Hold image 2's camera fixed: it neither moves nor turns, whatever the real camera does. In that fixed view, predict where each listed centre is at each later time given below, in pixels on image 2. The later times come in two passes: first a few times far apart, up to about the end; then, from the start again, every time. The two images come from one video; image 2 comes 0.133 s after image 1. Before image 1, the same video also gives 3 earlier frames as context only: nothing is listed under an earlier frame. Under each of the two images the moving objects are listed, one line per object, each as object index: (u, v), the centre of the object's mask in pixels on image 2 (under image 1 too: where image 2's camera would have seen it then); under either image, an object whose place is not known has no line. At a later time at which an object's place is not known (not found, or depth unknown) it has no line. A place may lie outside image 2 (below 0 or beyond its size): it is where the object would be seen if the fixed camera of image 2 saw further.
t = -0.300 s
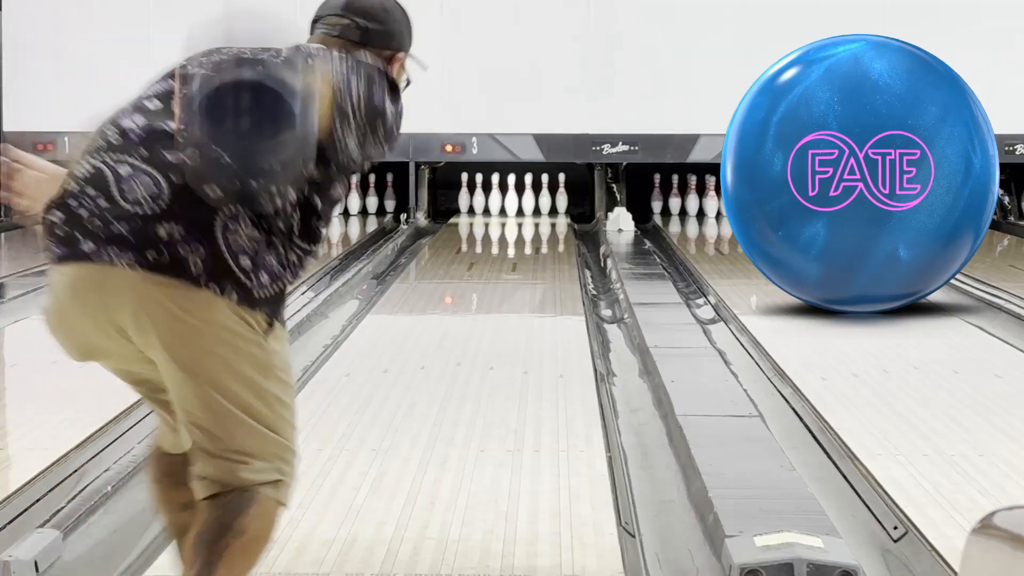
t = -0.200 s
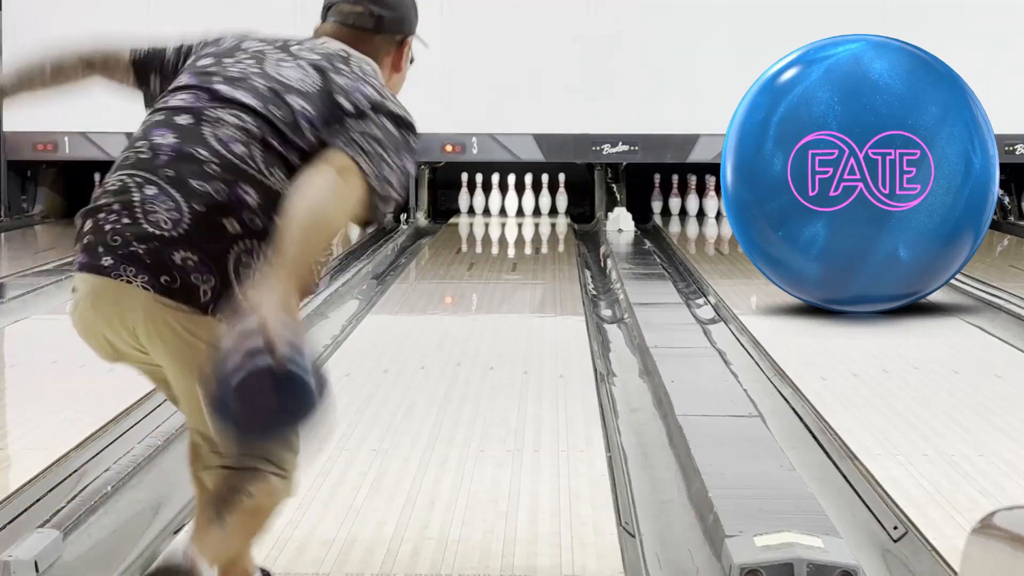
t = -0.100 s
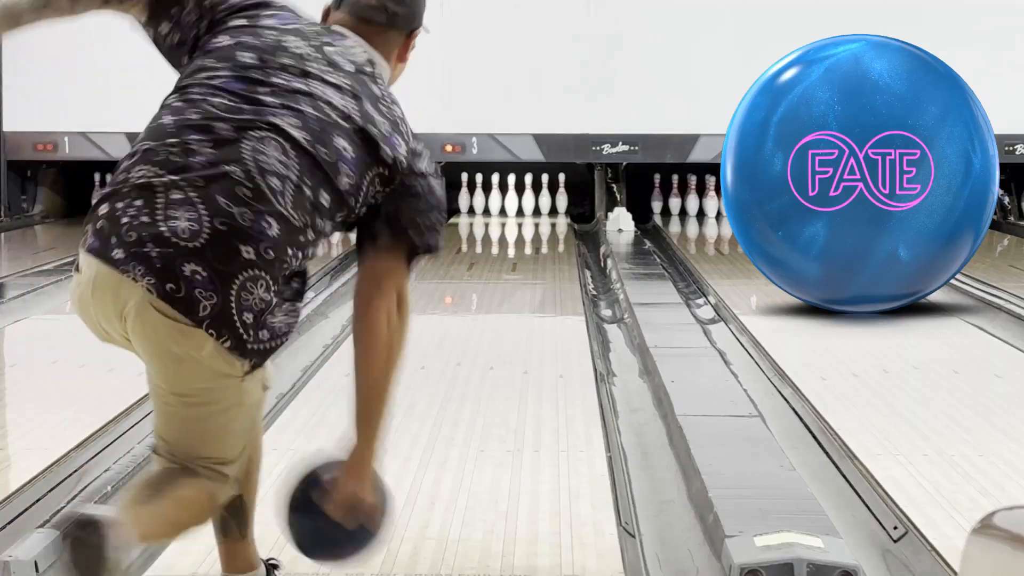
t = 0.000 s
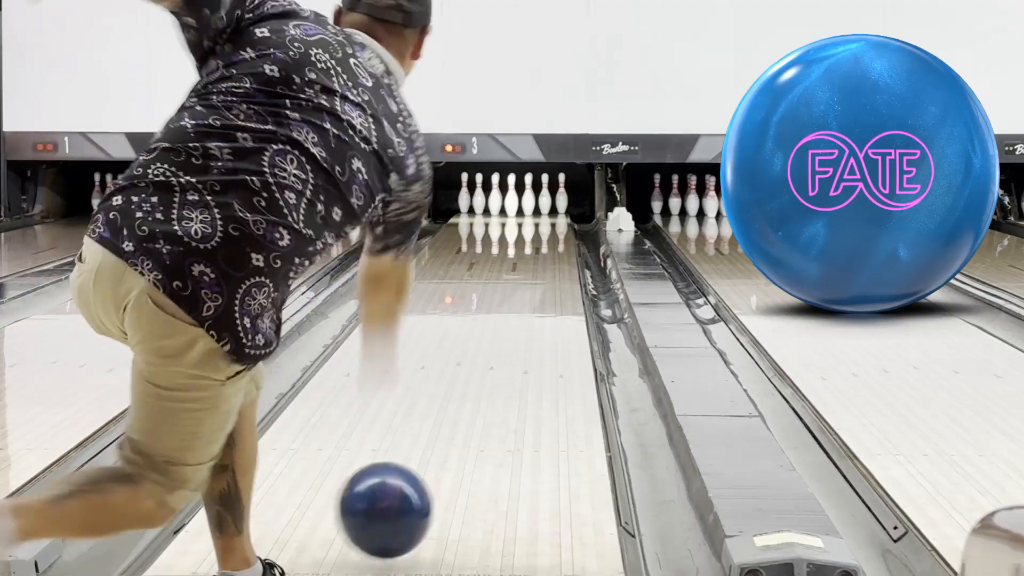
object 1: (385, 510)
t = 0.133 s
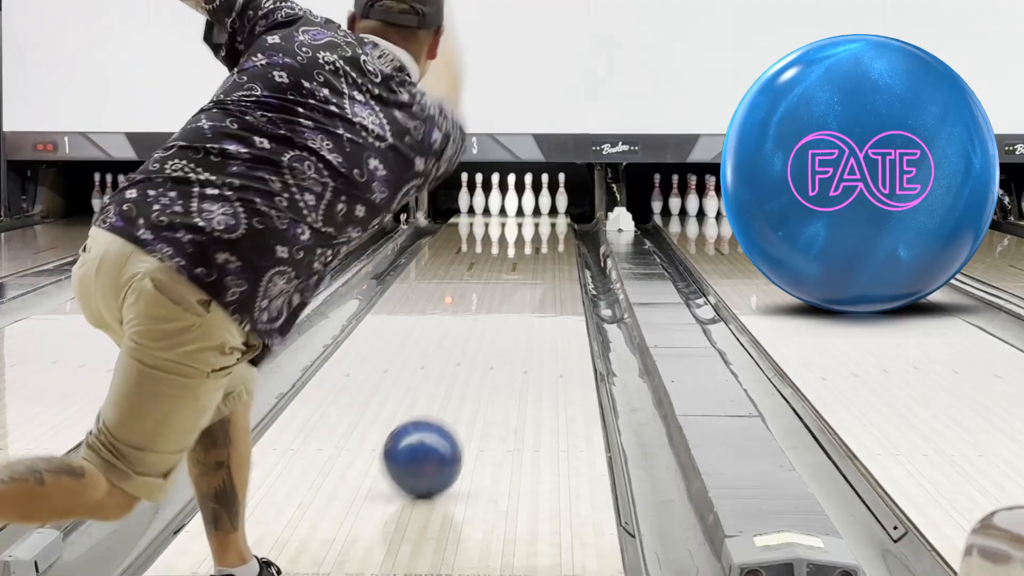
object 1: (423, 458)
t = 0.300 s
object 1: (456, 401)
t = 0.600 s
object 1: (493, 334)
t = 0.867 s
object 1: (514, 296)
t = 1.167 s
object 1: (529, 265)
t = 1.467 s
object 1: (538, 243)
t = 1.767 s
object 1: (542, 227)
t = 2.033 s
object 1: (537, 216)
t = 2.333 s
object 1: (525, 207)
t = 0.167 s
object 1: (430, 445)
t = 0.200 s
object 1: (438, 433)
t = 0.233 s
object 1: (444, 421)
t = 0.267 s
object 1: (450, 411)
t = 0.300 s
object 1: (456, 401)
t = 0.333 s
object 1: (461, 391)
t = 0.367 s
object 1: (466, 383)
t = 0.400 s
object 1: (471, 374)
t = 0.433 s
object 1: (475, 367)
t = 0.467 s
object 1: (479, 359)
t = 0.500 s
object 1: (483, 353)
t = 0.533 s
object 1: (486, 346)
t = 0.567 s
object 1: (490, 340)
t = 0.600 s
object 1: (493, 334)
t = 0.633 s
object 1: (496, 329)
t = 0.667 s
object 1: (499, 324)
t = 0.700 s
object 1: (502, 319)
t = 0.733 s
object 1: (505, 314)
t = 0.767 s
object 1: (507, 309)
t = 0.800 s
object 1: (509, 305)
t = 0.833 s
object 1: (512, 300)
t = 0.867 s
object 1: (514, 296)
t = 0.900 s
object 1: (516, 293)
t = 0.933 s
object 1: (518, 289)
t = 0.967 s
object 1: (519, 285)
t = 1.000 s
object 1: (521, 281)
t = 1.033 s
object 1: (523, 278)
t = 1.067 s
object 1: (524, 275)
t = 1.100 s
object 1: (526, 272)
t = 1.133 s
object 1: (527, 268)
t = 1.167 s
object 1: (529, 265)
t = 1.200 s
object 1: (530, 263)
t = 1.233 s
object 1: (531, 260)
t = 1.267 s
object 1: (532, 257)
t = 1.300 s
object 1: (533, 255)
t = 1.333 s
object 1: (534, 252)
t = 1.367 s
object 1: (535, 250)
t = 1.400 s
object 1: (536, 248)
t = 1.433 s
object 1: (537, 245)
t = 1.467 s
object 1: (538, 243)
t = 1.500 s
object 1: (539, 241)
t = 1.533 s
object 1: (539, 239)
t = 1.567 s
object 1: (540, 238)
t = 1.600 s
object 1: (540, 236)
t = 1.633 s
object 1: (541, 234)
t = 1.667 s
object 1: (541, 232)
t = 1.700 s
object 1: (541, 231)
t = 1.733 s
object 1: (542, 229)
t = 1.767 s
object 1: (542, 227)
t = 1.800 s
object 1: (542, 226)
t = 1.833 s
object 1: (541, 224)
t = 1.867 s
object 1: (541, 223)
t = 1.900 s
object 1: (541, 222)
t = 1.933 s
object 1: (540, 220)
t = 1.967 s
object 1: (539, 219)
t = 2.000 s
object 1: (538, 217)
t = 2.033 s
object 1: (537, 216)
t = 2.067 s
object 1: (537, 215)
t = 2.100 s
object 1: (535, 214)
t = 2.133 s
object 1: (534, 213)
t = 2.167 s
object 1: (533, 212)
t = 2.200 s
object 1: (531, 211)
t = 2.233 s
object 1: (530, 210)
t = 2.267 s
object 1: (528, 209)
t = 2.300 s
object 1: (526, 207)
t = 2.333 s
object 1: (525, 207)
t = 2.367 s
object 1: (523, 205)
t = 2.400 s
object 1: (523, 205)
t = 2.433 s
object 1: (524, 205)
